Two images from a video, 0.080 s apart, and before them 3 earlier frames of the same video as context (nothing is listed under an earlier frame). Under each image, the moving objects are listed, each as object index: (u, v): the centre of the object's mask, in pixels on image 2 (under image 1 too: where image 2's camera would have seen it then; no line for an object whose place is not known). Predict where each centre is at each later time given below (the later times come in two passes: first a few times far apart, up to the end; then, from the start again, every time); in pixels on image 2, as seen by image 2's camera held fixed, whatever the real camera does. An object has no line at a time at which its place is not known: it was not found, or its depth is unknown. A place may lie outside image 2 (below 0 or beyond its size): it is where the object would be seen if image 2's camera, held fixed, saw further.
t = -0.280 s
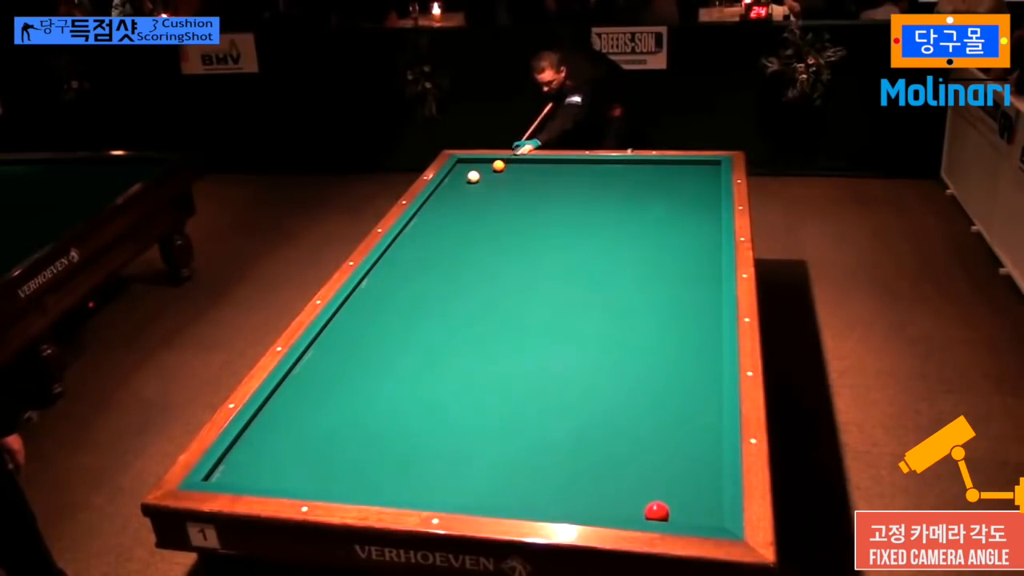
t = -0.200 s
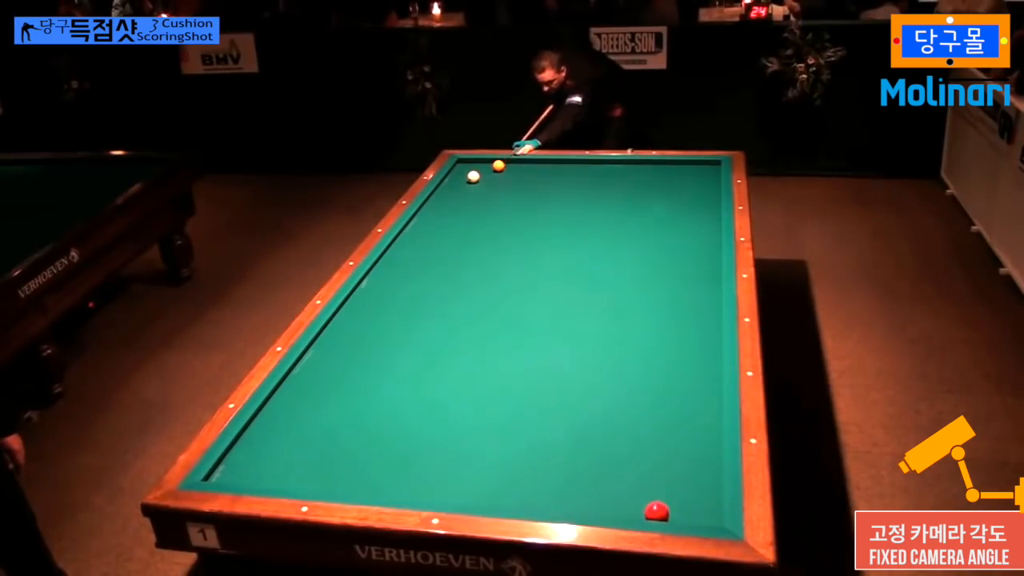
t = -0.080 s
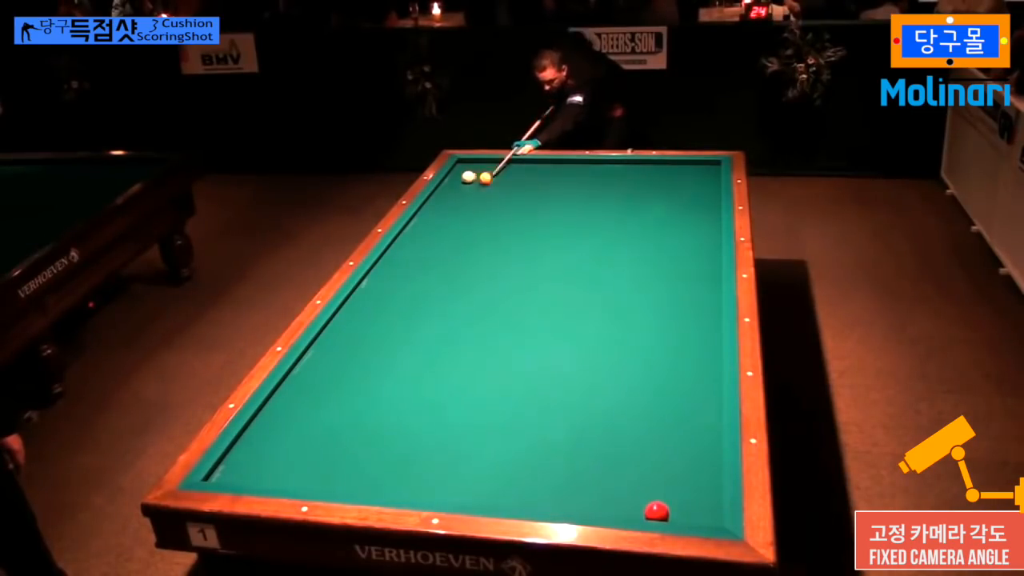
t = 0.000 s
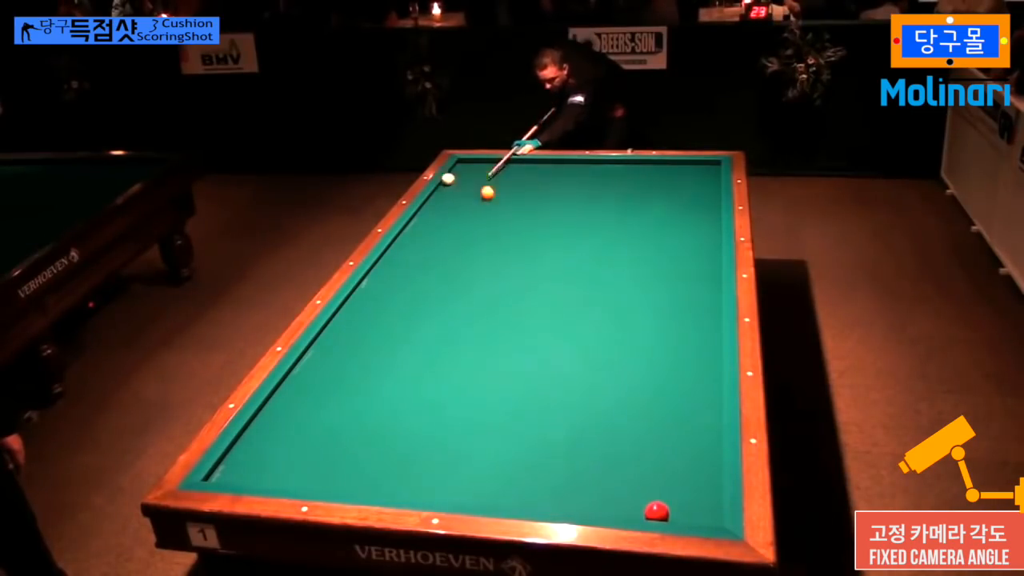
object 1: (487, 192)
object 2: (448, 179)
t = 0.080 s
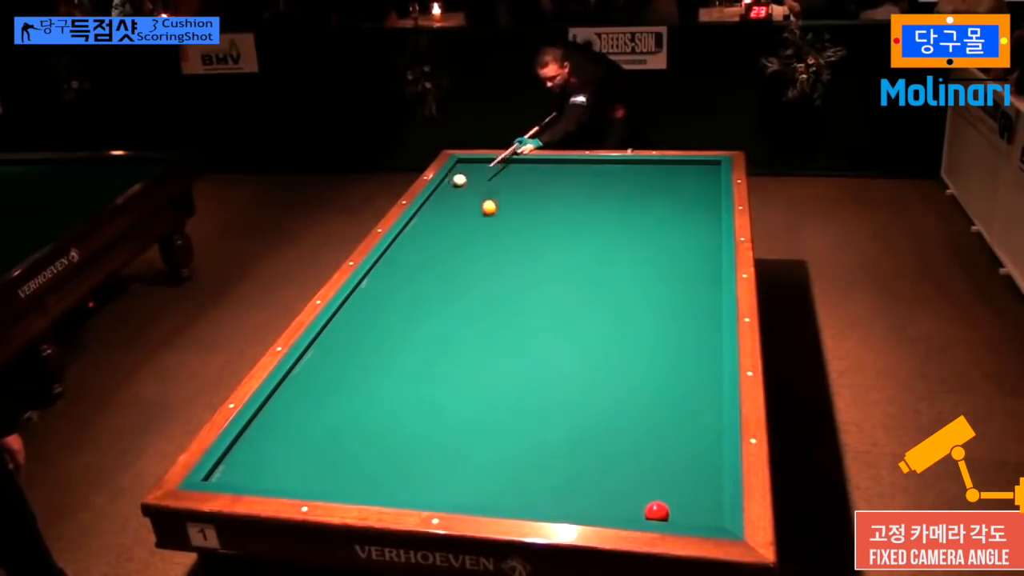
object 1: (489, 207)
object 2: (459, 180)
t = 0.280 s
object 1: (494, 247)
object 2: (486, 183)
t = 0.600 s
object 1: (505, 327)
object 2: (527, 187)
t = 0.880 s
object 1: (519, 427)
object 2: (564, 190)
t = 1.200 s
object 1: (610, 448)
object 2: (606, 195)
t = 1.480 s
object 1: (710, 384)
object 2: (645, 199)
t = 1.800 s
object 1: (651, 328)
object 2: (688, 203)
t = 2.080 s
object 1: (614, 288)
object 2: (707, 206)
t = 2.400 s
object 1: (580, 251)
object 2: (683, 207)
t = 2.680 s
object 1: (555, 224)
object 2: (662, 208)
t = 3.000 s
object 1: (531, 198)
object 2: (640, 209)
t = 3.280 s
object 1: (513, 178)
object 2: (621, 211)
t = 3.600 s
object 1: (492, 161)
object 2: (601, 212)
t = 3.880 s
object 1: (453, 172)
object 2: (584, 213)
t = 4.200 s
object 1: (465, 183)
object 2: (566, 214)
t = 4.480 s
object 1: (476, 194)
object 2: (551, 215)
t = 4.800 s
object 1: (489, 207)
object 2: (535, 216)
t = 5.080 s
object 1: (501, 219)
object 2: (522, 216)
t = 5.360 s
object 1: (513, 231)
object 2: (510, 217)
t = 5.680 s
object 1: (528, 246)
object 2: (497, 218)
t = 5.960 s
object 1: (542, 259)
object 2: (486, 219)
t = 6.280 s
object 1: (558, 275)
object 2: (475, 219)
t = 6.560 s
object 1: (574, 290)
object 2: (466, 220)
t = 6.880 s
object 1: (592, 308)
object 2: (457, 221)
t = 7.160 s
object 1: (609, 324)
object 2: (450, 221)
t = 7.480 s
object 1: (629, 343)
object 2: (444, 222)
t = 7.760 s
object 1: (647, 361)
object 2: (438, 222)
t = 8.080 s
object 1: (670, 382)
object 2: (433, 222)
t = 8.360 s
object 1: (689, 401)
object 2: (429, 223)
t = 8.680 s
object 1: (711, 424)
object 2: (426, 223)
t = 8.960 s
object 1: (700, 438)
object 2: (424, 223)
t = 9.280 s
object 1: (688, 454)
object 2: (422, 223)
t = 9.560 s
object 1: (678, 468)
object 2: (422, 223)
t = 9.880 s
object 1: (666, 483)
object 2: (422, 223)
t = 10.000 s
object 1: (662, 489)
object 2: (422, 223)
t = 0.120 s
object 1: (490, 215)
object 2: (465, 181)
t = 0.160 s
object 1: (491, 223)
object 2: (470, 181)
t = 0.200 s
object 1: (492, 231)
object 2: (475, 182)
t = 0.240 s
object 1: (493, 239)
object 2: (480, 182)
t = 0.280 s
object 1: (494, 247)
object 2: (486, 183)
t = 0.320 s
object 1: (495, 256)
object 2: (491, 184)
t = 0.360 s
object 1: (497, 265)
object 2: (496, 184)
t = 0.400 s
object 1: (498, 274)
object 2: (501, 184)
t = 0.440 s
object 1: (499, 283)
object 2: (506, 185)
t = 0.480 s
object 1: (500, 294)
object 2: (511, 186)
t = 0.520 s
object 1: (502, 304)
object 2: (517, 186)
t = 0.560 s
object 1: (503, 315)
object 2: (521, 186)
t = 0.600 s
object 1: (505, 327)
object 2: (527, 187)
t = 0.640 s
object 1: (507, 339)
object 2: (532, 187)
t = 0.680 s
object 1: (509, 351)
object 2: (538, 188)
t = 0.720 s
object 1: (510, 365)
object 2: (543, 188)
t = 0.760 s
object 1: (512, 379)
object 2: (548, 189)
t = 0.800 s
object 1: (514, 394)
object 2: (553, 189)
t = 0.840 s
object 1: (516, 410)
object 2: (558, 190)
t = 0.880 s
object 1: (519, 427)
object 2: (564, 190)
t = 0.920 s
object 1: (521, 444)
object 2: (569, 191)
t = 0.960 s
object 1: (524, 464)
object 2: (574, 192)
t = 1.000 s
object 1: (526, 483)
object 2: (579, 192)
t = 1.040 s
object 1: (530, 500)
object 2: (585, 193)
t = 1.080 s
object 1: (551, 488)
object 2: (590, 193)
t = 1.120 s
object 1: (572, 474)
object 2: (596, 194)
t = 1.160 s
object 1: (591, 460)
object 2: (601, 194)
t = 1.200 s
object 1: (610, 448)
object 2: (606, 195)
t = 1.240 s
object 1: (627, 437)
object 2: (612, 195)
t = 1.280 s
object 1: (644, 426)
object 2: (617, 196)
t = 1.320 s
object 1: (660, 416)
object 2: (623, 196)
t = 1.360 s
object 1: (676, 407)
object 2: (628, 197)
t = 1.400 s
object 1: (691, 399)
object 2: (633, 197)
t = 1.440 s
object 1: (705, 392)
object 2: (639, 198)
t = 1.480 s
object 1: (710, 384)
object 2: (645, 199)
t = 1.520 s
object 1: (700, 376)
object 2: (650, 199)
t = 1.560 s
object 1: (690, 368)
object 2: (656, 200)
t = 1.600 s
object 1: (683, 361)
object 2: (661, 200)
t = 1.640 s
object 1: (676, 354)
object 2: (667, 201)
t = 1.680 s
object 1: (669, 347)
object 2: (672, 202)
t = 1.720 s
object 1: (663, 340)
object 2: (678, 202)
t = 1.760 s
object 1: (657, 334)
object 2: (683, 203)
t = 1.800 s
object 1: (651, 328)
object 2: (688, 203)
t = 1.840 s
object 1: (645, 322)
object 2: (694, 204)
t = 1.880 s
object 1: (640, 316)
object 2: (699, 204)
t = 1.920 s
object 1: (635, 310)
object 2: (705, 205)
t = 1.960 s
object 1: (629, 304)
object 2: (710, 205)
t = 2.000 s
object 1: (624, 299)
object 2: (714, 206)
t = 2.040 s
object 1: (619, 293)
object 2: (711, 206)
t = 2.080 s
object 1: (614, 288)
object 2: (707, 206)
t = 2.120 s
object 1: (610, 283)
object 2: (704, 206)
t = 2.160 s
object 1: (605, 278)
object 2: (701, 207)
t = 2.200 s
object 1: (600, 273)
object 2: (698, 207)
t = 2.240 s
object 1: (596, 269)
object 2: (695, 207)
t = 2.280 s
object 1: (592, 265)
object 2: (692, 207)
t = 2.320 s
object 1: (588, 260)
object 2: (689, 207)
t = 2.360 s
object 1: (584, 255)
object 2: (686, 207)
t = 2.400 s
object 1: (580, 251)
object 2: (683, 207)
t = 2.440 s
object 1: (576, 247)
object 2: (680, 208)
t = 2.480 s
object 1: (572, 243)
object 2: (677, 208)
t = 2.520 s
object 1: (569, 239)
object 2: (674, 208)
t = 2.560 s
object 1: (565, 235)
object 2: (671, 208)
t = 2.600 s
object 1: (562, 231)
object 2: (668, 208)
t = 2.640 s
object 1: (558, 228)
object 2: (665, 208)
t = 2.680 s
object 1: (555, 224)
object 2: (662, 208)
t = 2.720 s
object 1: (552, 221)
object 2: (659, 209)
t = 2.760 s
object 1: (549, 217)
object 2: (657, 209)
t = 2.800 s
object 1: (545, 214)
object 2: (654, 209)
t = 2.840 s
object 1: (542, 211)
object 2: (651, 209)
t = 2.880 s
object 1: (539, 207)
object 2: (648, 209)
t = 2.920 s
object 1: (537, 204)
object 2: (645, 209)
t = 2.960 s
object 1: (534, 201)
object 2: (643, 209)
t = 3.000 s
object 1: (531, 198)
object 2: (640, 209)
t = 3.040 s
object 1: (528, 195)
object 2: (637, 210)
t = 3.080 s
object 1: (525, 192)
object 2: (634, 210)
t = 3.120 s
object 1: (523, 189)
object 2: (632, 210)
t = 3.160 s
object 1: (520, 186)
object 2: (629, 210)
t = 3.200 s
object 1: (518, 183)
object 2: (626, 210)
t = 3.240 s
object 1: (515, 181)
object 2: (624, 210)
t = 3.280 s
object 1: (513, 178)
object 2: (621, 211)
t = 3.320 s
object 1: (511, 175)
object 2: (618, 211)
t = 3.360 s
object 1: (508, 173)
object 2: (616, 211)
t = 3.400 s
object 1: (505, 170)
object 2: (613, 211)
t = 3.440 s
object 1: (503, 168)
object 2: (611, 211)
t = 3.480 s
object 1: (501, 166)
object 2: (608, 212)
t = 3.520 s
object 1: (499, 163)
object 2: (605, 212)
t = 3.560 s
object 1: (497, 161)
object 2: (603, 212)
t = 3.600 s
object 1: (492, 161)
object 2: (601, 212)
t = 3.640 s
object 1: (486, 163)
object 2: (598, 212)
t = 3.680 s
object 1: (480, 165)
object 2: (596, 212)
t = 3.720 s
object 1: (475, 166)
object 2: (593, 212)
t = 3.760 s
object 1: (469, 168)
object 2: (591, 213)
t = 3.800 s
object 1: (464, 169)
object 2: (589, 213)
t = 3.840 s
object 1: (458, 170)
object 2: (586, 213)
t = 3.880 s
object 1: (453, 172)
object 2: (584, 213)
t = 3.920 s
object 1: (454, 173)
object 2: (581, 213)
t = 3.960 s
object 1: (456, 175)
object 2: (579, 213)
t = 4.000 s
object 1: (457, 176)
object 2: (577, 213)
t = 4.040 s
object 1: (459, 177)
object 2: (574, 213)
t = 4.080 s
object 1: (460, 179)
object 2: (572, 213)
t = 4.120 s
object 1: (462, 181)
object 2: (570, 214)
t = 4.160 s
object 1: (463, 182)
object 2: (568, 214)
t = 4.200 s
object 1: (465, 183)
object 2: (566, 214)
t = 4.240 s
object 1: (466, 185)
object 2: (564, 214)
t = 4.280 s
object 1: (468, 186)
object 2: (561, 214)
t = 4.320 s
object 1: (469, 188)
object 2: (559, 214)
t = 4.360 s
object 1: (471, 190)
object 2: (557, 214)
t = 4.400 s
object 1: (473, 191)
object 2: (555, 215)
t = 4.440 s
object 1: (474, 193)
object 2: (553, 215)
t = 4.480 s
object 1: (476, 194)
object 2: (551, 215)
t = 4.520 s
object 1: (477, 196)
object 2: (549, 215)
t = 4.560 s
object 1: (479, 197)
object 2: (547, 215)
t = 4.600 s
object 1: (481, 199)
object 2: (545, 215)
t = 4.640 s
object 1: (482, 200)
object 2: (543, 215)
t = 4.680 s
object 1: (484, 202)
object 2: (541, 215)
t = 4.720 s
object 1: (486, 204)
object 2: (539, 215)
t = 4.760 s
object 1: (487, 205)
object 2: (537, 216)
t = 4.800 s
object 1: (489, 207)
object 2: (535, 216)
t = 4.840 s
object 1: (490, 208)
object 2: (533, 216)
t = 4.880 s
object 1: (492, 210)
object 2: (531, 216)
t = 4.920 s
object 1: (494, 212)
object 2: (529, 216)
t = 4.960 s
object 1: (495, 214)
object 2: (527, 216)
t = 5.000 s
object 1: (497, 215)
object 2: (526, 216)
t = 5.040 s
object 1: (499, 217)
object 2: (524, 216)
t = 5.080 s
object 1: (501, 219)
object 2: (522, 216)
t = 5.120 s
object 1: (502, 220)
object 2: (520, 216)
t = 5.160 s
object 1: (504, 222)
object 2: (518, 217)
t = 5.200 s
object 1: (505, 224)
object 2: (517, 217)
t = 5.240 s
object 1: (507, 226)
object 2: (516, 216)
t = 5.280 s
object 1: (509, 228)
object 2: (514, 216)
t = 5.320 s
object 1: (512, 229)
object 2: (512, 216)
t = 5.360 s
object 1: (513, 231)
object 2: (510, 217)
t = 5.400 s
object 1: (515, 233)
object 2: (508, 217)
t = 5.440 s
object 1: (517, 234)
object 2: (506, 217)
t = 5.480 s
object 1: (519, 236)
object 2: (504, 217)
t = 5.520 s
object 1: (521, 238)
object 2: (503, 218)
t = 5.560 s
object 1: (523, 240)
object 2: (501, 218)
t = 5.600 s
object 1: (524, 242)
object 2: (500, 218)
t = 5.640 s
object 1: (526, 244)
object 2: (498, 218)
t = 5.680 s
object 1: (528, 246)
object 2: (497, 218)
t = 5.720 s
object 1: (530, 248)
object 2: (495, 218)
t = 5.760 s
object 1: (532, 250)
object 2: (493, 218)
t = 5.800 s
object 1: (534, 251)
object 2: (492, 218)
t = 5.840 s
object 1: (536, 254)
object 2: (490, 218)
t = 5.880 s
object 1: (538, 255)
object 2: (489, 219)
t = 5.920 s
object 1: (540, 257)
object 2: (487, 219)
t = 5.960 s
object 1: (542, 259)
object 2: (486, 219)
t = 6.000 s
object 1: (544, 261)
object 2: (484, 219)
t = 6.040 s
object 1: (546, 263)
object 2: (483, 219)
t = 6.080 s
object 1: (548, 265)
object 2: (482, 219)
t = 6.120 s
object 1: (550, 267)
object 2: (480, 219)
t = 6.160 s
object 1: (552, 269)
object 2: (479, 219)
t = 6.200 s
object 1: (554, 271)
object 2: (477, 219)
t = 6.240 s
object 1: (556, 273)
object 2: (476, 219)
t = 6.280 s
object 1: (558, 275)
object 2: (475, 219)
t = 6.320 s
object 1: (561, 277)
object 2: (474, 219)
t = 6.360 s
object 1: (563, 279)
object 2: (472, 220)
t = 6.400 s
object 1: (565, 282)
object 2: (471, 220)
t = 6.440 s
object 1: (567, 284)
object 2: (470, 220)
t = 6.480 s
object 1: (569, 286)
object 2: (468, 220)
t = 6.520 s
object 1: (571, 288)
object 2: (468, 220)
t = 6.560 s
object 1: (574, 290)
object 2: (466, 220)
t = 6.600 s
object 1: (576, 292)
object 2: (465, 220)
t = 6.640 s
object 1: (578, 294)
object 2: (464, 220)
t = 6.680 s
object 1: (580, 297)
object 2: (463, 220)
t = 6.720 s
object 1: (582, 299)
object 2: (461, 220)
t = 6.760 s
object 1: (585, 301)
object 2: (460, 220)
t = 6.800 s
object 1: (587, 303)
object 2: (459, 220)
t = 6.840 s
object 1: (589, 305)
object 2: (458, 221)
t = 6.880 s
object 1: (592, 308)
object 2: (457, 221)
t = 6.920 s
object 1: (594, 310)
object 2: (456, 221)
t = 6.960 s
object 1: (597, 312)
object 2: (455, 221)
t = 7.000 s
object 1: (599, 314)
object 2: (454, 221)
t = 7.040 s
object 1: (601, 317)
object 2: (453, 221)
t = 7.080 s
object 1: (604, 319)
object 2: (452, 221)
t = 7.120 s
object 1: (606, 321)
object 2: (451, 221)
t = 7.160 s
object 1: (609, 324)
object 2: (450, 221)
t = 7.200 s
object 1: (611, 326)
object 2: (449, 221)
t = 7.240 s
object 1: (614, 329)
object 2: (449, 221)
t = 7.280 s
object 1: (616, 331)
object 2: (448, 221)
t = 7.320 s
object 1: (619, 333)
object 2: (447, 221)
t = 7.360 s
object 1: (622, 336)
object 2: (446, 221)
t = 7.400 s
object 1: (624, 338)
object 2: (445, 221)
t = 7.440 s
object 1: (627, 341)
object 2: (444, 222)
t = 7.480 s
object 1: (629, 343)
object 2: (444, 222)
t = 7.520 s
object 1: (632, 346)
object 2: (443, 222)
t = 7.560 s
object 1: (634, 348)
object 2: (442, 222)
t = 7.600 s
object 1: (637, 351)
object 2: (441, 222)
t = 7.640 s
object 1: (640, 353)
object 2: (440, 222)
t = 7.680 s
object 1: (642, 356)
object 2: (440, 222)
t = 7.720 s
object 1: (645, 358)
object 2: (439, 222)
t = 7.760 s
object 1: (647, 361)
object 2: (438, 222)
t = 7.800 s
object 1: (650, 364)
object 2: (437, 222)
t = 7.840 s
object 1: (653, 366)
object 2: (437, 222)
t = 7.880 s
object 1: (656, 369)
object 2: (436, 222)
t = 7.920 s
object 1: (659, 371)
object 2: (435, 222)
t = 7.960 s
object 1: (661, 374)
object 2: (435, 222)
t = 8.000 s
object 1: (664, 377)
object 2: (434, 222)
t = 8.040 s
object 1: (667, 379)
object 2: (434, 222)
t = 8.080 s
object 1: (670, 382)
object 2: (433, 222)
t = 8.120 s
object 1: (673, 385)
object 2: (432, 222)
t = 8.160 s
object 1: (675, 387)
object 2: (432, 223)
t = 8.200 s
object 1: (678, 390)
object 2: (431, 223)
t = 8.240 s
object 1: (681, 393)
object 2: (431, 223)
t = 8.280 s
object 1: (684, 396)
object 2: (430, 223)
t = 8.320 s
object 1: (687, 399)
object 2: (430, 223)
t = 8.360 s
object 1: (689, 401)
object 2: (429, 223)
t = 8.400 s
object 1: (693, 404)
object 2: (429, 223)
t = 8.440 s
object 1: (695, 407)
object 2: (429, 223)
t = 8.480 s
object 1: (699, 410)
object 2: (428, 223)
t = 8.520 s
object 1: (701, 413)
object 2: (428, 223)
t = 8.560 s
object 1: (704, 415)
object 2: (427, 223)
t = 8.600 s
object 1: (707, 418)
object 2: (427, 223)
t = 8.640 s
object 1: (710, 421)
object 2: (426, 223)
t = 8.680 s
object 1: (711, 424)
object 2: (426, 223)
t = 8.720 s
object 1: (710, 426)
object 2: (426, 223)
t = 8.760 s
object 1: (708, 428)
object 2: (425, 223)
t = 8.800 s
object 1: (706, 430)
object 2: (425, 223)
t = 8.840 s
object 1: (705, 432)
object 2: (425, 223)
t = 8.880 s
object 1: (703, 434)
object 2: (425, 223)
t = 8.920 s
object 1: (702, 436)
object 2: (424, 223)
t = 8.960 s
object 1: (700, 438)
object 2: (424, 223)
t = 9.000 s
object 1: (699, 440)
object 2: (424, 223)
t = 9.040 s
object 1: (697, 442)
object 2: (424, 223)
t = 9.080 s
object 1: (696, 444)
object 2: (423, 223)
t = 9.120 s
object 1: (694, 446)
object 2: (423, 223)
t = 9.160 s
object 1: (692, 448)
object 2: (423, 223)
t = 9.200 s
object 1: (691, 450)
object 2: (423, 223)
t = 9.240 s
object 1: (689, 452)
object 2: (422, 223)
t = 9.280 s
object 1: (688, 454)
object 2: (422, 223)
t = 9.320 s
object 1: (687, 456)
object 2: (422, 223)
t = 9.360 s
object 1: (685, 458)
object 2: (422, 223)
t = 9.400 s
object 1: (683, 460)
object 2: (422, 223)
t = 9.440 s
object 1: (682, 462)
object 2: (422, 223)
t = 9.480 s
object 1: (681, 464)
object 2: (422, 223)
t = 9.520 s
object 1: (679, 466)
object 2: (422, 223)
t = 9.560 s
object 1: (678, 468)
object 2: (422, 223)
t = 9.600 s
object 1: (676, 470)
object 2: (422, 223)
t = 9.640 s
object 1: (675, 472)
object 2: (422, 223)
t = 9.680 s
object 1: (673, 474)
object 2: (422, 223)
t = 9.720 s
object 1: (672, 476)
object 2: (422, 223)
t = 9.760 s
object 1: (670, 478)
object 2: (422, 223)
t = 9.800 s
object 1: (669, 480)
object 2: (422, 223)
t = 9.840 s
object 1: (667, 482)
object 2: (422, 223)
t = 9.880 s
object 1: (666, 483)
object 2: (422, 223)
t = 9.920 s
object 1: (665, 485)
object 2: (422, 223)
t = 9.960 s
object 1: (663, 487)
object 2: (422, 223)
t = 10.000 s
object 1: (662, 489)
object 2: (422, 223)
